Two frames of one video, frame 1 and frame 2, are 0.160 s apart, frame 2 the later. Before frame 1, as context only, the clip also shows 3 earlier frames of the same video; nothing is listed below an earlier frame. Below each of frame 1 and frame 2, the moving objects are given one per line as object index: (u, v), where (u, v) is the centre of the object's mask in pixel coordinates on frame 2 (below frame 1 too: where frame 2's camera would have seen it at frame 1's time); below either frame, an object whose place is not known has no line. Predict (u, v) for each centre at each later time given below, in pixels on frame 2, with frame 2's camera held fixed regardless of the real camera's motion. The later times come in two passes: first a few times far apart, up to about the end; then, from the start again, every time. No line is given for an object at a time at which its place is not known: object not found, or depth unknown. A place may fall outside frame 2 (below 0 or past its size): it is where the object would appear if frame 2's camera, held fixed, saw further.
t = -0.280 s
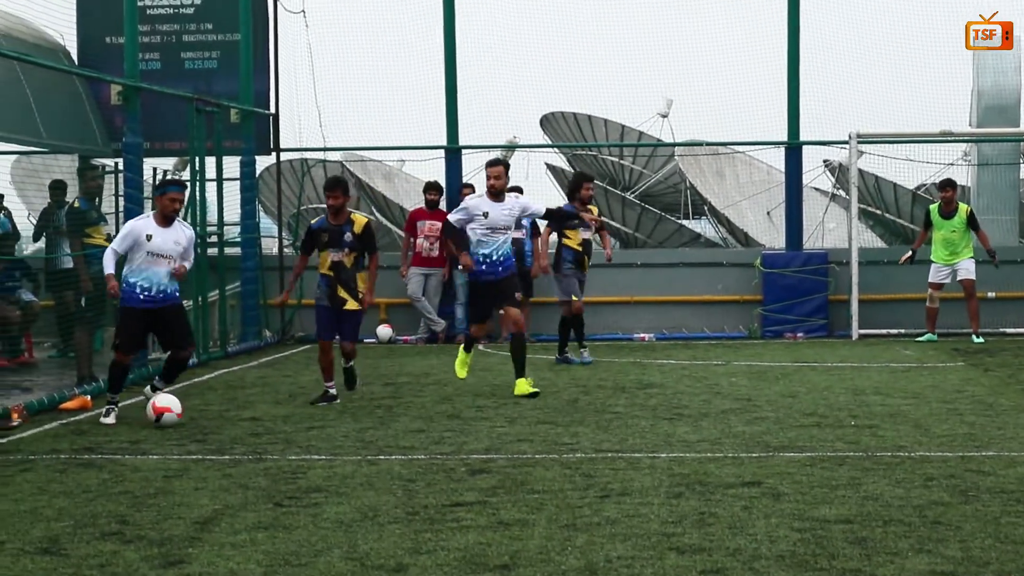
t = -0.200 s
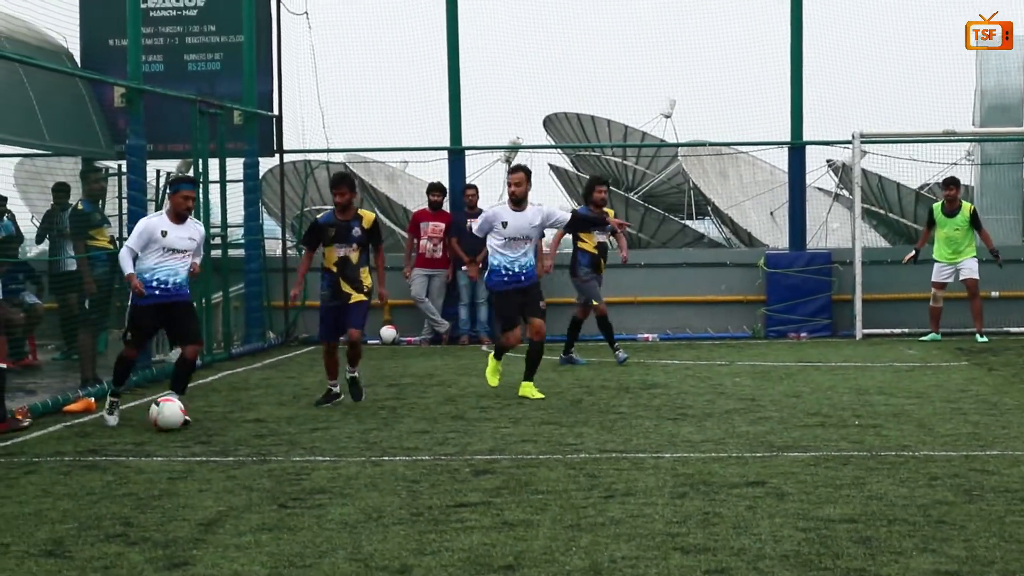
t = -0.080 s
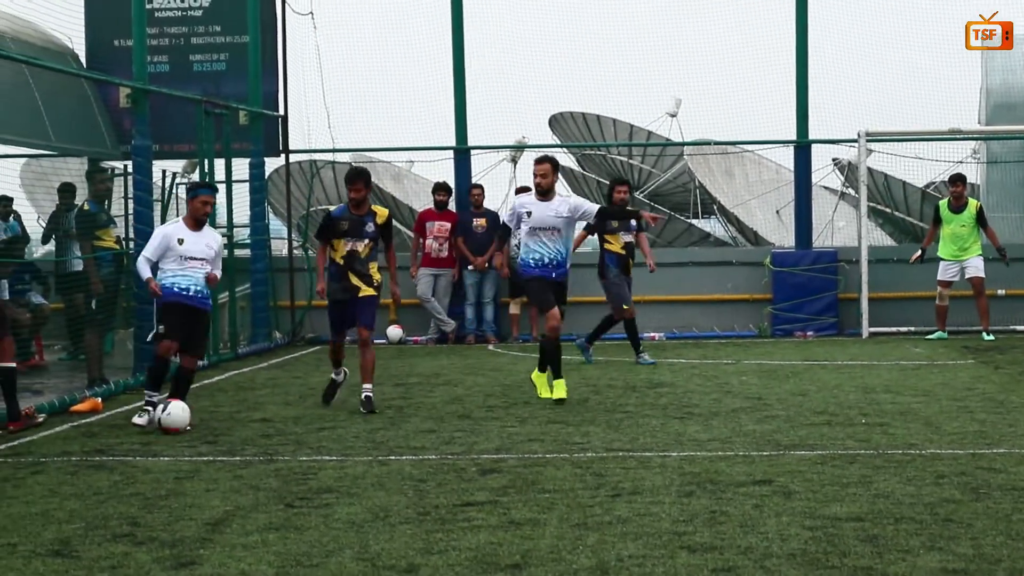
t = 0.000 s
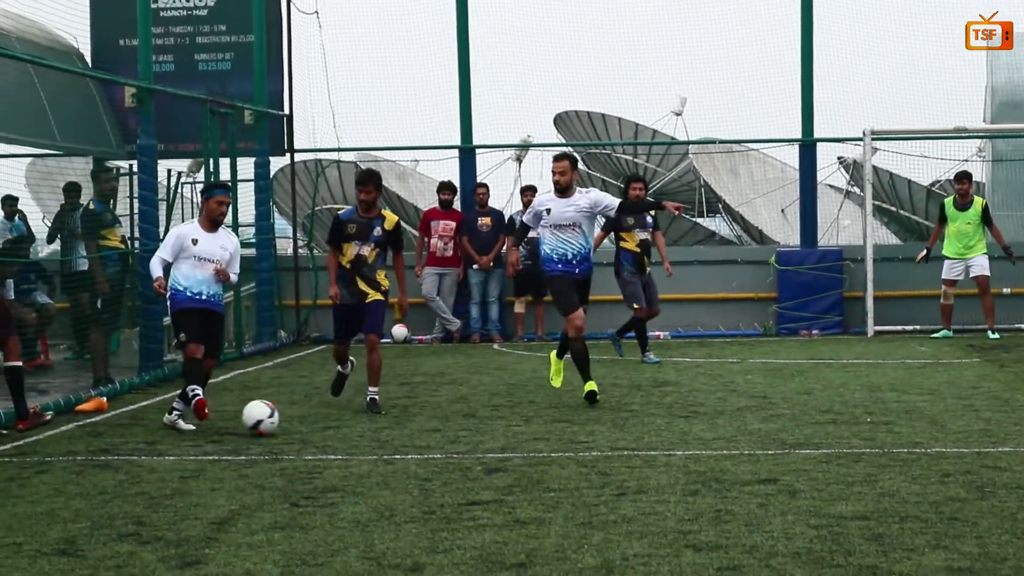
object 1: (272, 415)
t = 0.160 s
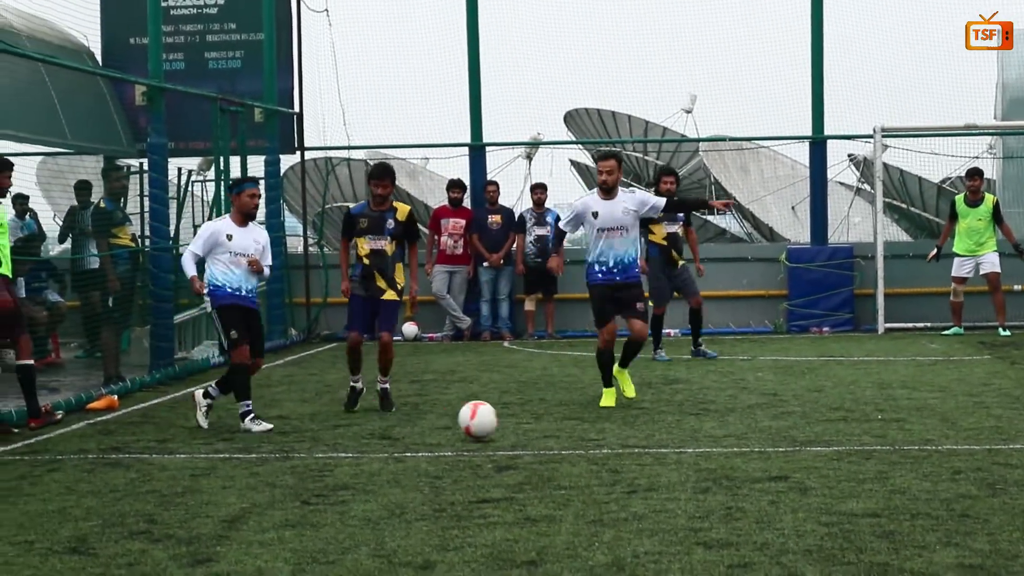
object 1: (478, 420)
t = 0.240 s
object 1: (582, 424)
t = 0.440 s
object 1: (836, 426)
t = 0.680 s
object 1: (1138, 433)
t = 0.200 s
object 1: (530, 423)
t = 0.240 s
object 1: (582, 424)
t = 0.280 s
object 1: (632, 425)
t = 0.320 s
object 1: (684, 426)
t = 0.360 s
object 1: (737, 430)
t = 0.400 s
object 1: (787, 428)
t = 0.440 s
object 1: (836, 426)
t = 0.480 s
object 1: (886, 426)
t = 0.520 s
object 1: (940, 431)
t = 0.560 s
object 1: (989, 430)
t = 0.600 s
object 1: (1037, 428)
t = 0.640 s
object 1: (1086, 427)
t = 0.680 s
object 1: (1138, 433)
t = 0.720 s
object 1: (1187, 430)
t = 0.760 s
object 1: (1235, 427)
